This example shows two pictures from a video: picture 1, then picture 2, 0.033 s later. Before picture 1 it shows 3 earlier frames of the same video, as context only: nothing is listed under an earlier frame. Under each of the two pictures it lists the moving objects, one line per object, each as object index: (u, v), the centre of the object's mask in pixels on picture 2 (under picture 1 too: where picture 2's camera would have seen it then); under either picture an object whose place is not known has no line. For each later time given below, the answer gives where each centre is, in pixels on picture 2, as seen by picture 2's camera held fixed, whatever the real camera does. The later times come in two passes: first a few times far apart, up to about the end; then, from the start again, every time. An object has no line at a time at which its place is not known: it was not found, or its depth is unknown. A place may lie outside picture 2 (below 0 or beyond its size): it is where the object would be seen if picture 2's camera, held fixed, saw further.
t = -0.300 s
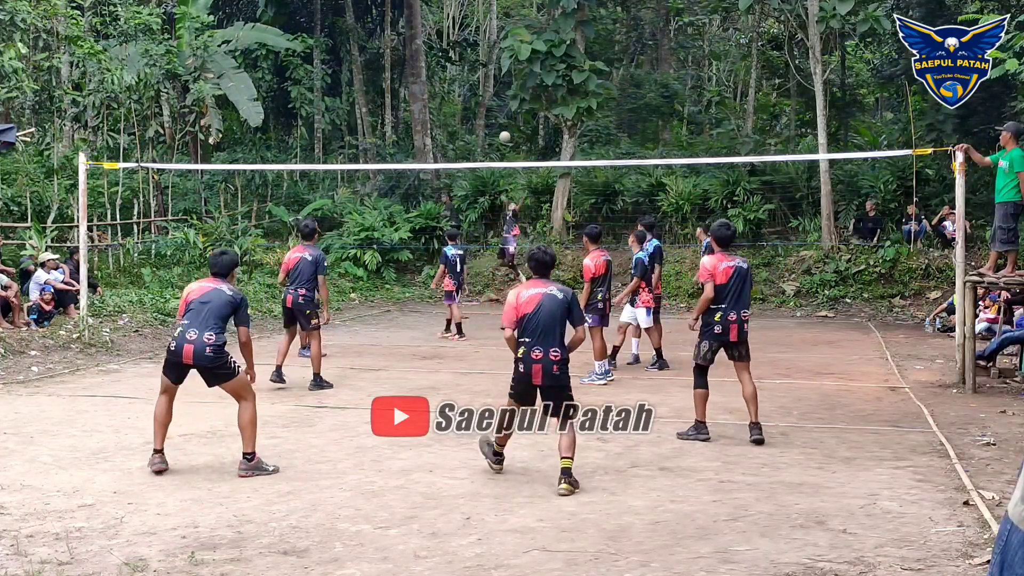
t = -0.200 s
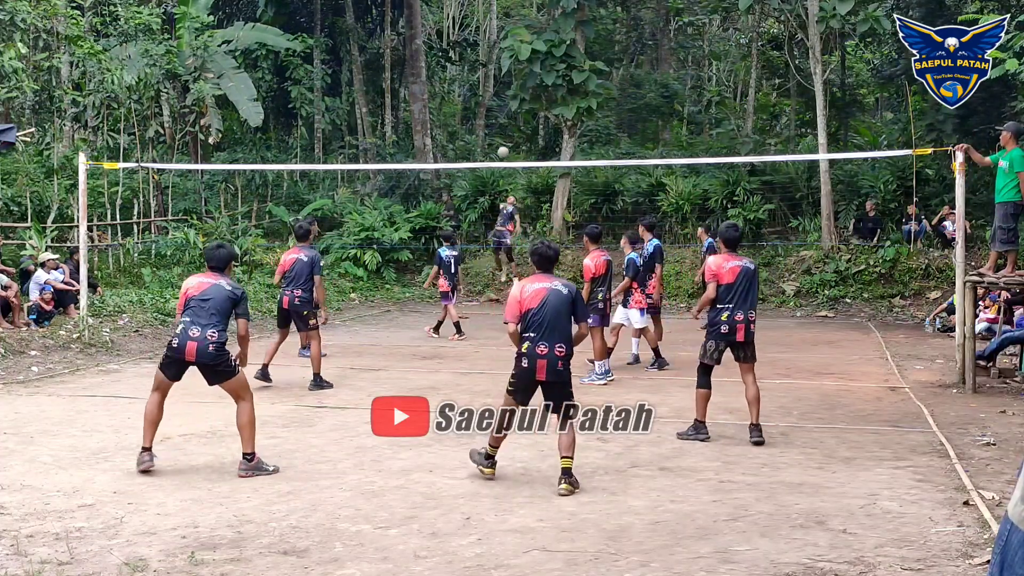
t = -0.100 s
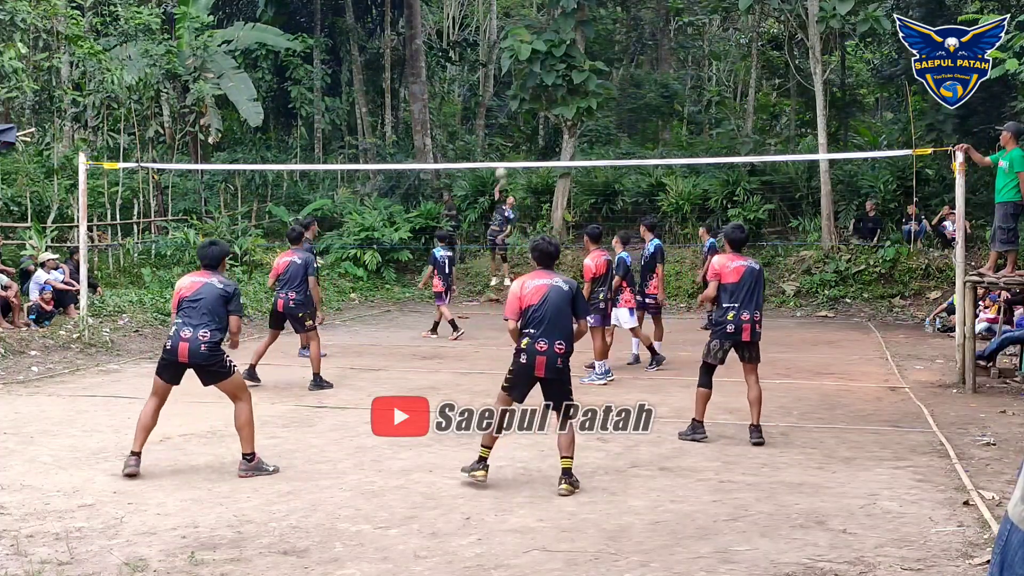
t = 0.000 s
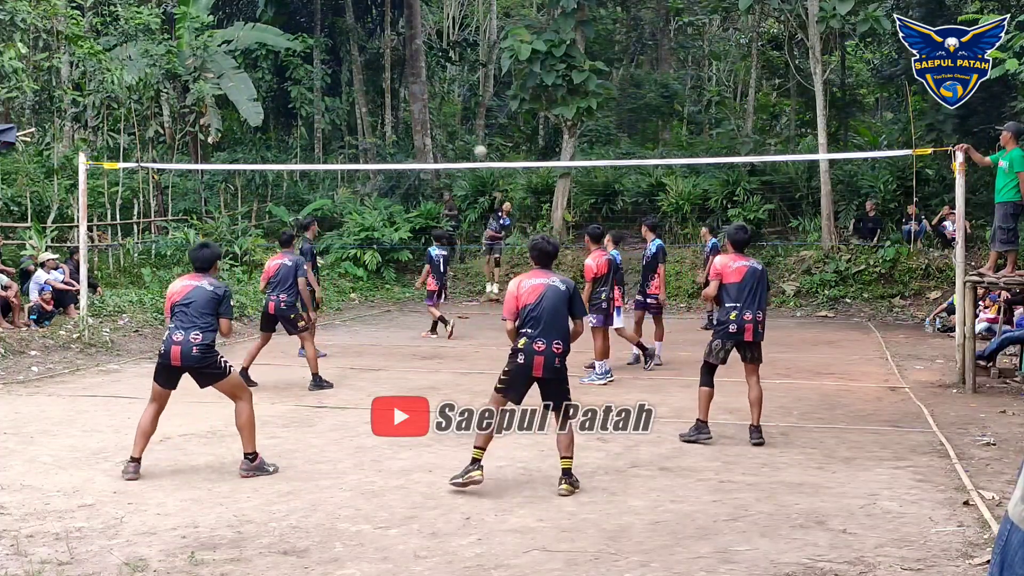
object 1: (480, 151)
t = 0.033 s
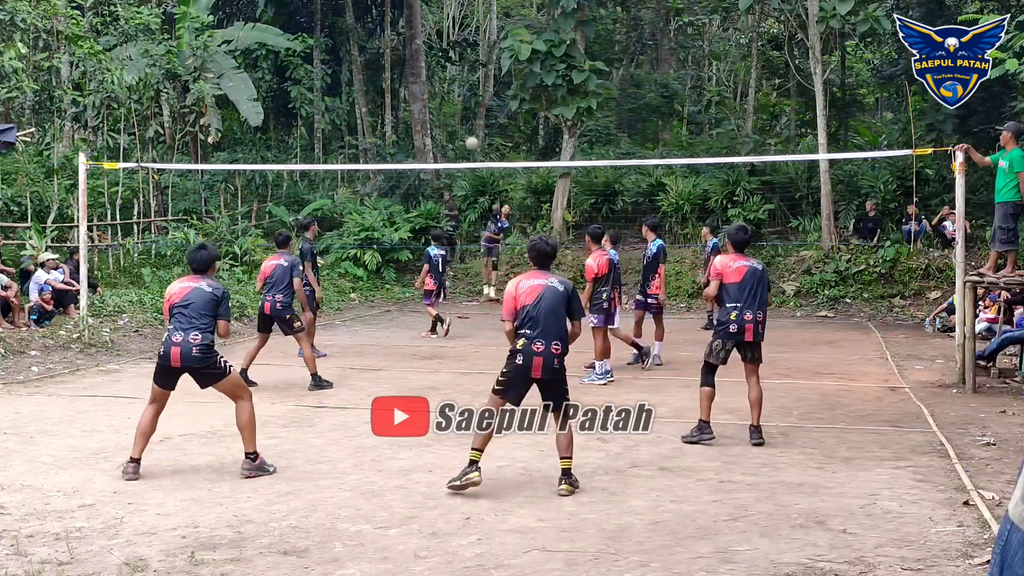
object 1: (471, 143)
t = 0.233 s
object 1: (415, 109)
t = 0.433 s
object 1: (342, 110)
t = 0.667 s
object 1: (224, 183)
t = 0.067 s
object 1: (463, 136)
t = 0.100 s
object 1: (455, 129)
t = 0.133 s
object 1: (445, 122)
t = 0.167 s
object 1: (436, 117)
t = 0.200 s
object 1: (425, 113)
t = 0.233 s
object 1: (415, 109)
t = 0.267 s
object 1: (404, 107)
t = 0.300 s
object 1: (393, 105)
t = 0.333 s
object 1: (380, 104)
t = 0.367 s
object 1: (369, 104)
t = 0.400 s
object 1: (355, 106)
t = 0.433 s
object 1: (342, 110)
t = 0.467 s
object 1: (327, 114)
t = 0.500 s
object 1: (313, 121)
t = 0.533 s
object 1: (296, 129)
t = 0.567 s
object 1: (280, 139)
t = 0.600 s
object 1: (262, 152)
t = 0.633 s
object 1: (244, 166)
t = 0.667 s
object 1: (224, 183)
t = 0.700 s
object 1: (203, 203)
